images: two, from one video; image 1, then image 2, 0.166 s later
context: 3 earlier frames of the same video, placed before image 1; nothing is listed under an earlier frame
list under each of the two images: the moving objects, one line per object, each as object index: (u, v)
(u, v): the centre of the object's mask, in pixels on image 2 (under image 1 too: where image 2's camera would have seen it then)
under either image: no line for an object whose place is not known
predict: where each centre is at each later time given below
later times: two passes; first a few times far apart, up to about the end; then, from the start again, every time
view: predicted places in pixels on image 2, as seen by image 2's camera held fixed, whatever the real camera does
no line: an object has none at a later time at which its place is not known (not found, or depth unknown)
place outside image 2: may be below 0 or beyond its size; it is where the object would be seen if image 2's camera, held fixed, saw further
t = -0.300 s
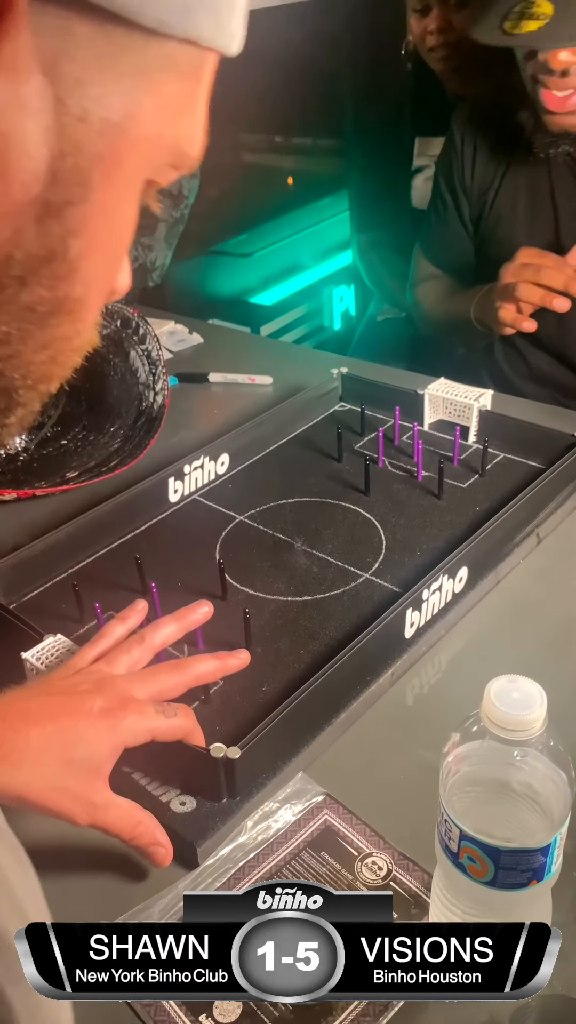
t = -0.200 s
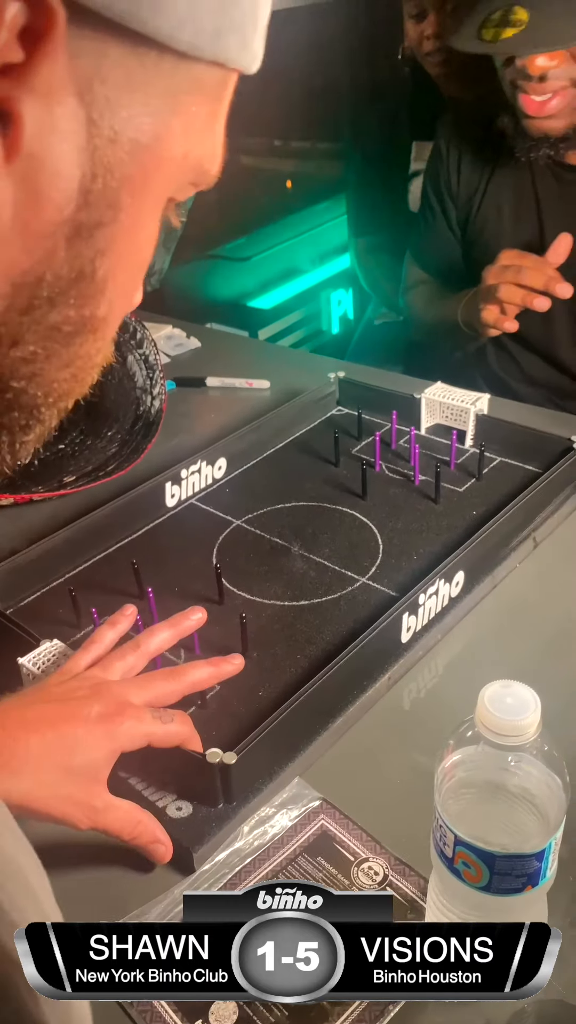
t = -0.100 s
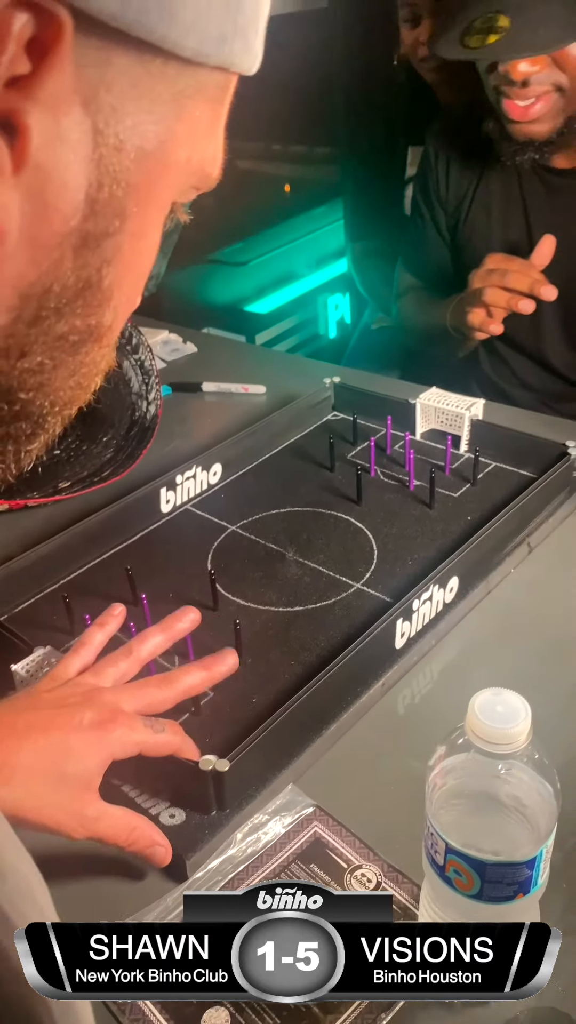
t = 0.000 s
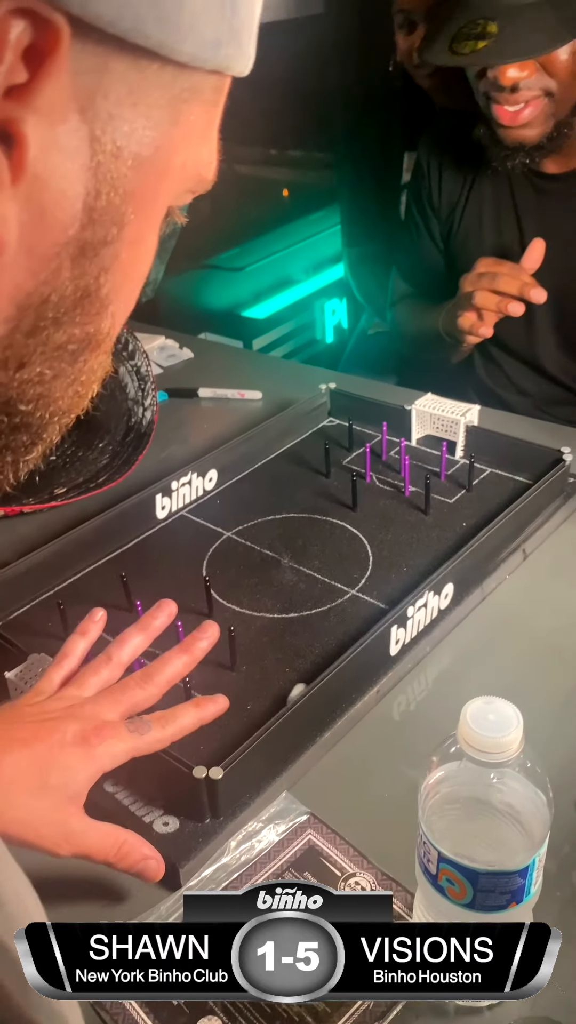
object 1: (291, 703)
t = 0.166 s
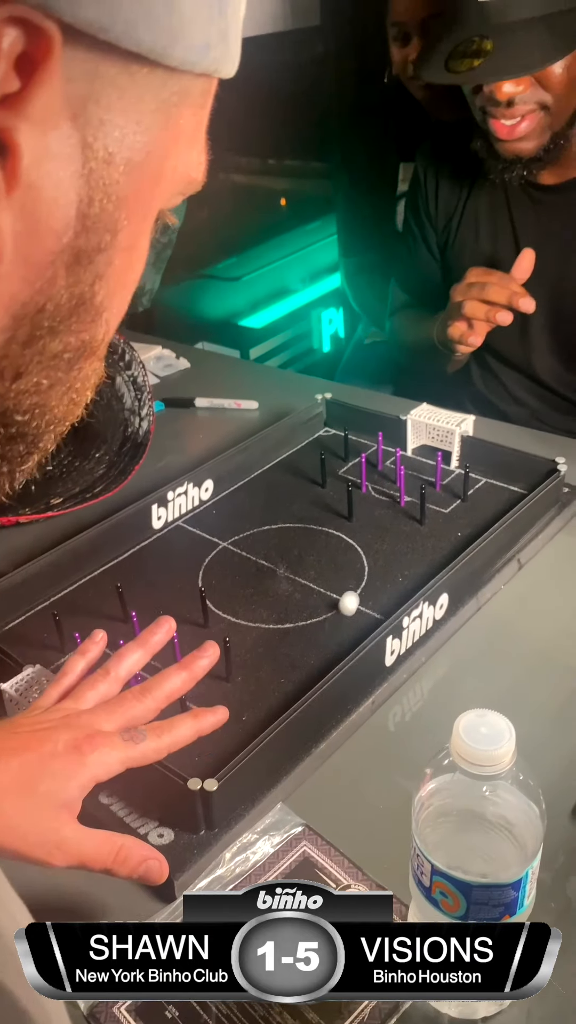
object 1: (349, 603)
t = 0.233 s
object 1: (365, 572)
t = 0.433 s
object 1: (405, 503)
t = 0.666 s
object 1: (445, 492)
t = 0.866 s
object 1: (455, 483)
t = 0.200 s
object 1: (357, 587)
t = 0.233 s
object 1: (365, 572)
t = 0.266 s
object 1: (373, 558)
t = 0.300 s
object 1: (379, 545)
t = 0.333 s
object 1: (386, 533)
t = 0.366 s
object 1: (393, 521)
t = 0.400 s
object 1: (399, 511)
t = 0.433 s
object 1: (405, 503)
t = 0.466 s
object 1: (412, 503)
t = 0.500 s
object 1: (419, 502)
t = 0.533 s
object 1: (426, 500)
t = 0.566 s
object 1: (432, 498)
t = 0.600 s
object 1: (437, 496)
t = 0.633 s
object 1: (441, 494)
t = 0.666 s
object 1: (445, 492)
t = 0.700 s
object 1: (448, 490)
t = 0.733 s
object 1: (450, 488)
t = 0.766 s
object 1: (452, 486)
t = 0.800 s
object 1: (454, 485)
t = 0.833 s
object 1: (455, 484)
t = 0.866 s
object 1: (455, 483)
